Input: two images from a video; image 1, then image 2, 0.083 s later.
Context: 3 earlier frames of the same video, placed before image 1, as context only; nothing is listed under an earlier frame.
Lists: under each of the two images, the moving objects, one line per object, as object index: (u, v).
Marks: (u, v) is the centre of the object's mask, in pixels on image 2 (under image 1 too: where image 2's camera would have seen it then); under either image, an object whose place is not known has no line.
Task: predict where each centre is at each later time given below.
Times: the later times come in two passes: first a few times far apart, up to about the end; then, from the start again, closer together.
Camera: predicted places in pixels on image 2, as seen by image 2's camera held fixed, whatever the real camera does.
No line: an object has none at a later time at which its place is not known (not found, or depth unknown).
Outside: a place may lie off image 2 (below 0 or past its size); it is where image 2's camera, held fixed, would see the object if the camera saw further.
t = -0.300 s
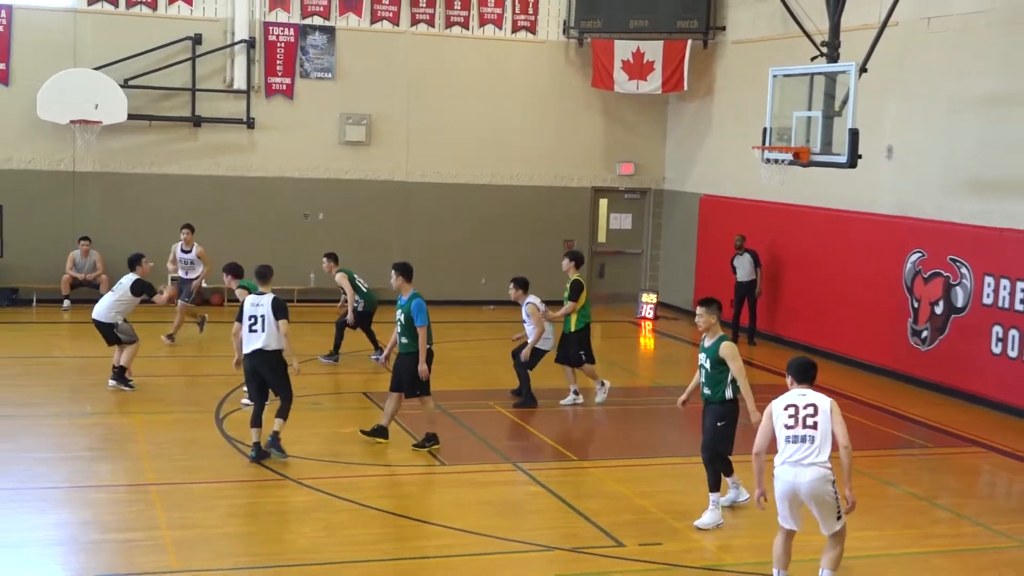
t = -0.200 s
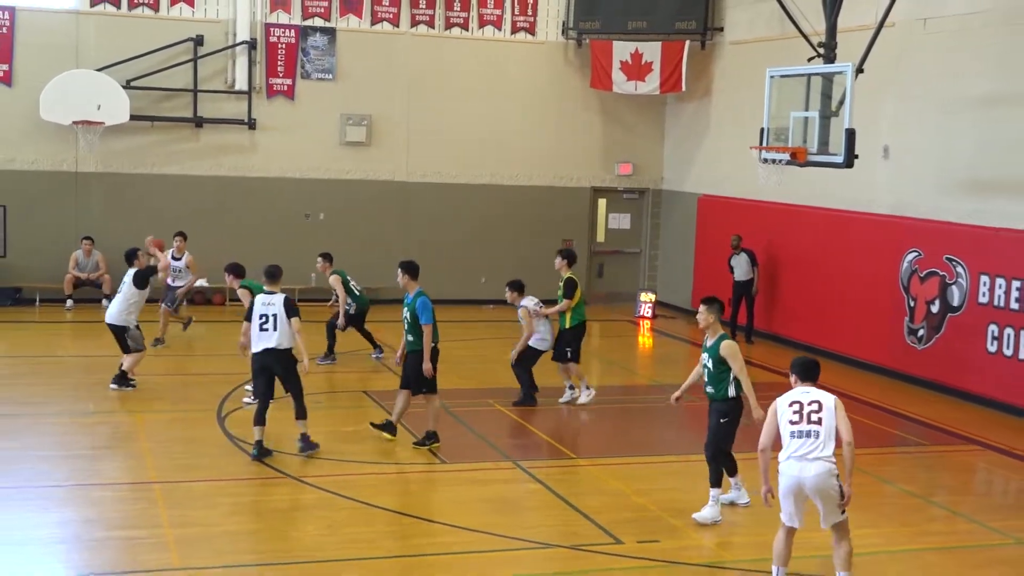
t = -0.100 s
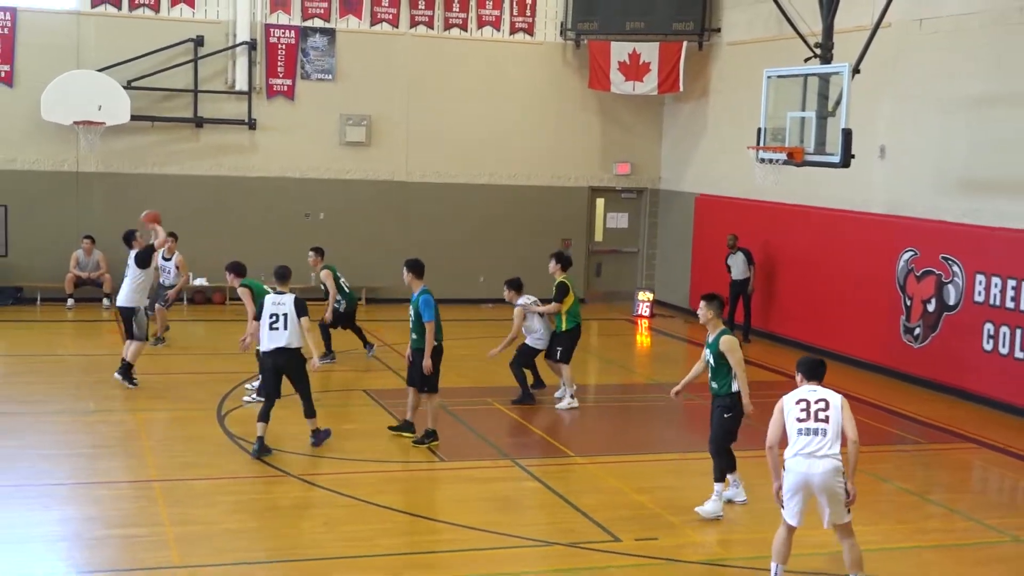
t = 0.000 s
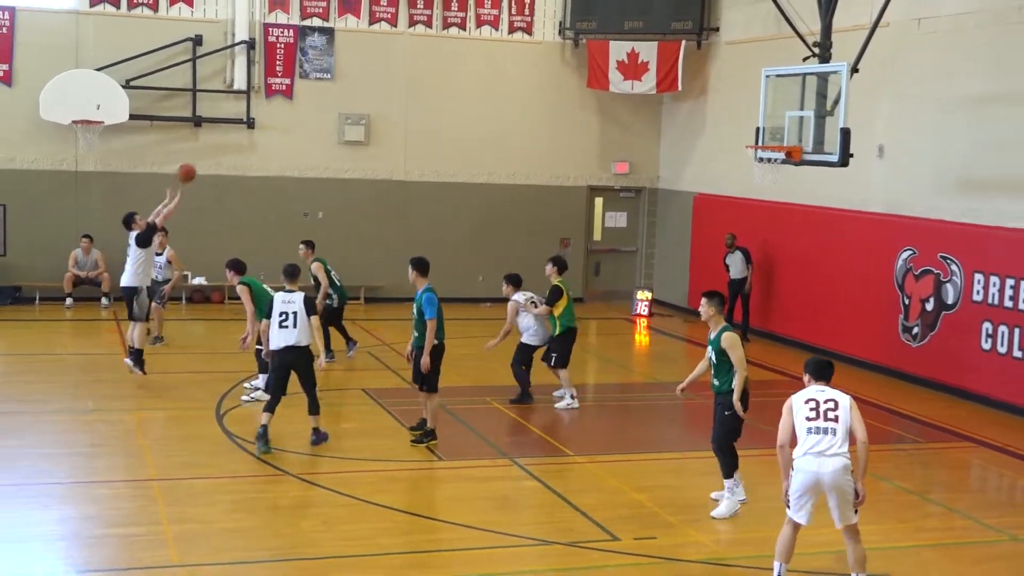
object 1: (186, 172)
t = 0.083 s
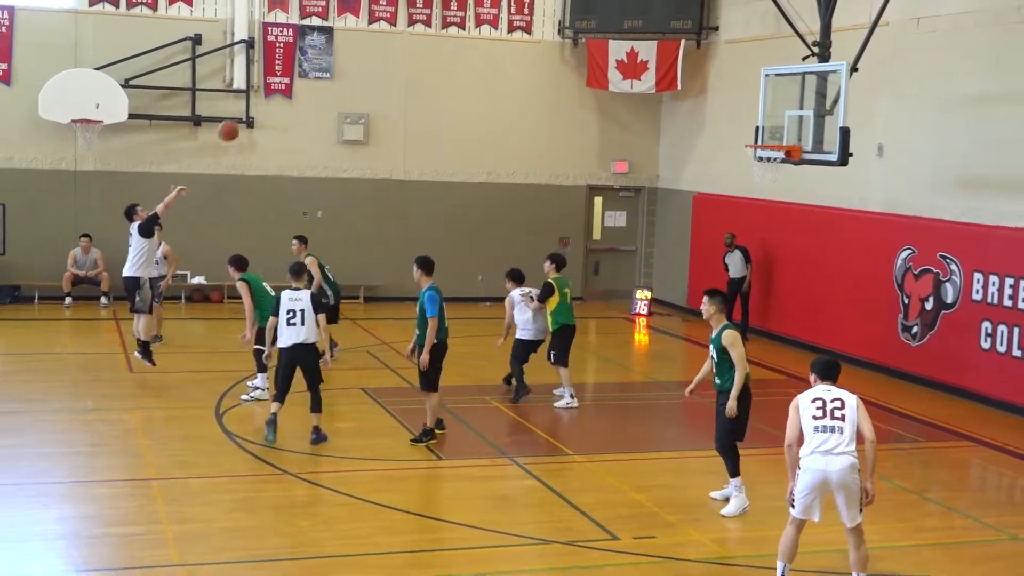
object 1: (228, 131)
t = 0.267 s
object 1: (324, 62)
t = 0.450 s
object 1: (418, 20)
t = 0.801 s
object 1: (594, 18)
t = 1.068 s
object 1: (723, 90)
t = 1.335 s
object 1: (765, 113)
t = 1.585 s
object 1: (778, 85)
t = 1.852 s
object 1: (749, 135)
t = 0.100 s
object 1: (237, 123)
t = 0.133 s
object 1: (254, 110)
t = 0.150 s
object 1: (263, 103)
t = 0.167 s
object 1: (272, 96)
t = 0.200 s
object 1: (289, 84)
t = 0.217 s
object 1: (298, 78)
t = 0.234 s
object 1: (306, 71)
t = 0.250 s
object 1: (316, 66)
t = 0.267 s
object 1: (324, 62)
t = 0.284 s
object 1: (333, 56)
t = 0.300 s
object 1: (342, 52)
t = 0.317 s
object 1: (350, 47)
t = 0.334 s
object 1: (359, 43)
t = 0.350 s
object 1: (368, 39)
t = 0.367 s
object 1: (376, 35)
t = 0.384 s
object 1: (385, 32)
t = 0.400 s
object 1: (393, 29)
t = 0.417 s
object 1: (401, 25)
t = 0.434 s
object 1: (410, 22)
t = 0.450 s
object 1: (418, 20)
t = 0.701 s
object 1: (545, 12)
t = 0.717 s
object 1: (553, 13)
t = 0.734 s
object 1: (561, 13)
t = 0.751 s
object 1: (569, 14)
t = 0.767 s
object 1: (577, 15)
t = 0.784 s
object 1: (586, 16)
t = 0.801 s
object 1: (594, 18)
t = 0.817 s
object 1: (602, 21)
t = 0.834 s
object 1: (610, 24)
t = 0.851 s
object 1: (619, 27)
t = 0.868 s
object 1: (627, 31)
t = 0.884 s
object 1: (635, 35)
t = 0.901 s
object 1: (643, 39)
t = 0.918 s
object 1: (650, 42)
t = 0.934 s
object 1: (657, 47)
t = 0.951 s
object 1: (667, 49)
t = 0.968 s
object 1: (675, 56)
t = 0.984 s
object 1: (682, 61)
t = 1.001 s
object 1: (692, 67)
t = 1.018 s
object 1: (700, 73)
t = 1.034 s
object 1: (708, 78)
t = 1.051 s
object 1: (715, 84)
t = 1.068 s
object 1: (723, 90)
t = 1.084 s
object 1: (731, 97)
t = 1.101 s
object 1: (739, 104)
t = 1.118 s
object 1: (746, 110)
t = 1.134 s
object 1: (754, 117)
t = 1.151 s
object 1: (762, 125)
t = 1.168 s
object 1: (769, 132)
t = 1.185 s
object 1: (777, 139)
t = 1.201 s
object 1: (775, 139)
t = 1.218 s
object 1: (765, 138)
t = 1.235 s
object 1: (756, 138)
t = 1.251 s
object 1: (754, 137)
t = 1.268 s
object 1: (757, 133)
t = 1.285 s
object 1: (759, 127)
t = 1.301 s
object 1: (761, 122)
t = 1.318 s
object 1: (763, 118)
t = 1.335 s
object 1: (765, 113)
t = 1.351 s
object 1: (767, 109)
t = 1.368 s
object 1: (769, 105)
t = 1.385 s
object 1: (772, 101)
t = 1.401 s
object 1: (773, 97)
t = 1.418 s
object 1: (775, 94)
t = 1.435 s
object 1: (777, 91)
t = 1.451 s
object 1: (780, 88)
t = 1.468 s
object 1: (781, 86)
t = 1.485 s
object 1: (783, 84)
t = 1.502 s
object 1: (785, 82)
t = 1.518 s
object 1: (785, 82)
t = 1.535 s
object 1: (783, 82)
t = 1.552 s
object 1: (782, 83)
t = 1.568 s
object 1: (780, 84)
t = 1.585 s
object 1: (778, 85)
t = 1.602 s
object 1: (777, 86)
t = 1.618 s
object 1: (775, 88)
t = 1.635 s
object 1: (773, 90)
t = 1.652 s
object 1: (771, 92)
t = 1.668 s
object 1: (769, 95)
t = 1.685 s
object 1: (767, 97)
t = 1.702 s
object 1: (766, 101)
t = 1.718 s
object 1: (764, 104)
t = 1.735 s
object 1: (762, 107)
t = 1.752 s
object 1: (760, 111)
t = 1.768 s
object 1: (758, 115)
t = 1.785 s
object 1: (756, 119)
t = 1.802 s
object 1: (754, 123)
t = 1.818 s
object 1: (752, 128)
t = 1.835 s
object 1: (751, 132)
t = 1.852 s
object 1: (749, 135)
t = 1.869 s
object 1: (750, 133)
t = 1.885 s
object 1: (751, 131)
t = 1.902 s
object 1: (752, 130)
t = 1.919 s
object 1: (753, 129)
